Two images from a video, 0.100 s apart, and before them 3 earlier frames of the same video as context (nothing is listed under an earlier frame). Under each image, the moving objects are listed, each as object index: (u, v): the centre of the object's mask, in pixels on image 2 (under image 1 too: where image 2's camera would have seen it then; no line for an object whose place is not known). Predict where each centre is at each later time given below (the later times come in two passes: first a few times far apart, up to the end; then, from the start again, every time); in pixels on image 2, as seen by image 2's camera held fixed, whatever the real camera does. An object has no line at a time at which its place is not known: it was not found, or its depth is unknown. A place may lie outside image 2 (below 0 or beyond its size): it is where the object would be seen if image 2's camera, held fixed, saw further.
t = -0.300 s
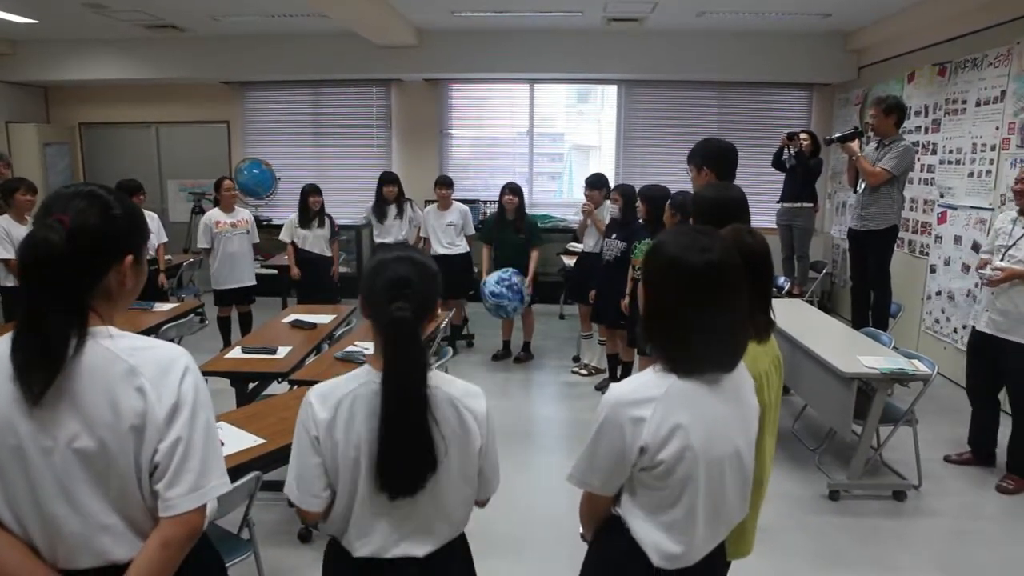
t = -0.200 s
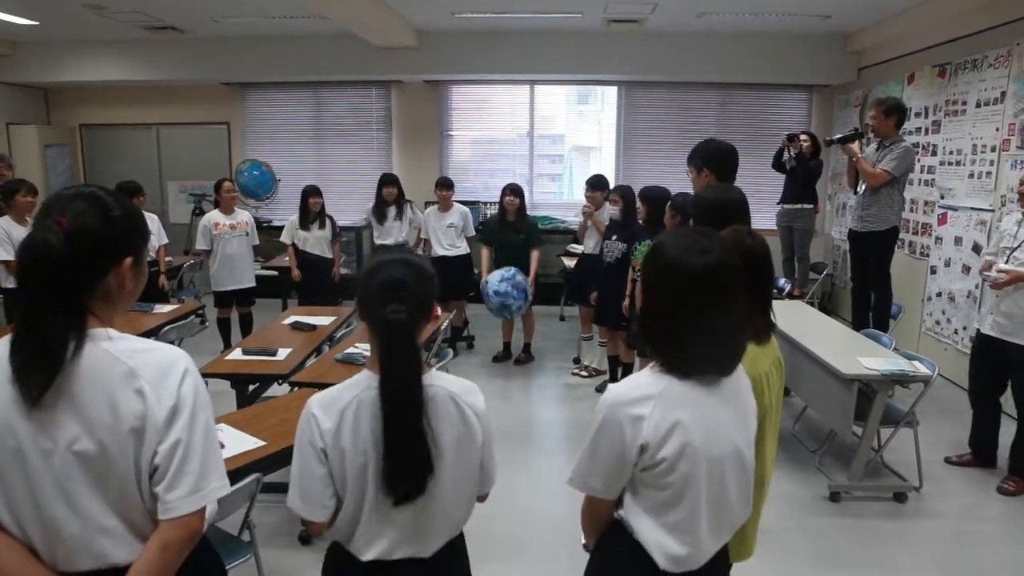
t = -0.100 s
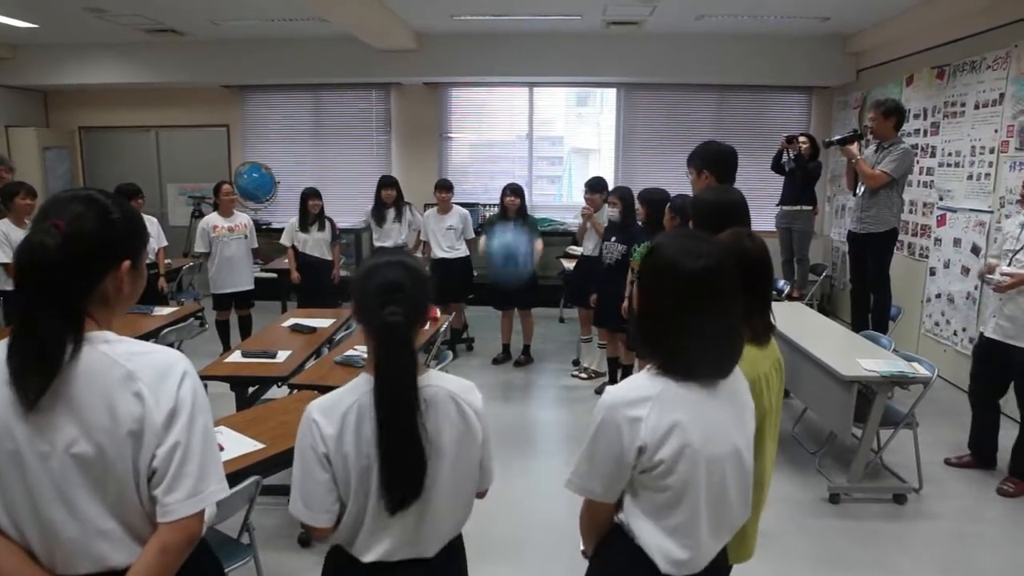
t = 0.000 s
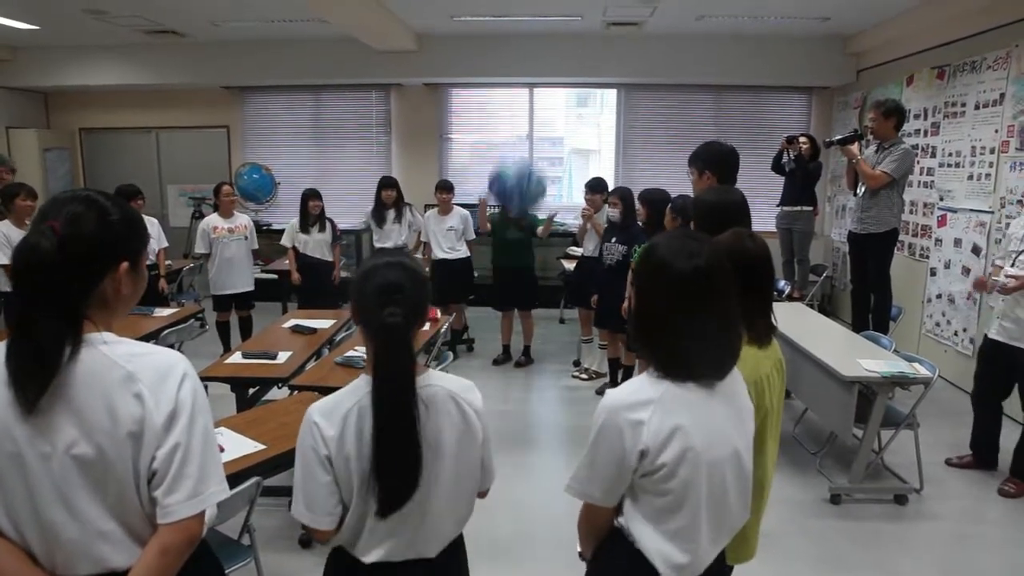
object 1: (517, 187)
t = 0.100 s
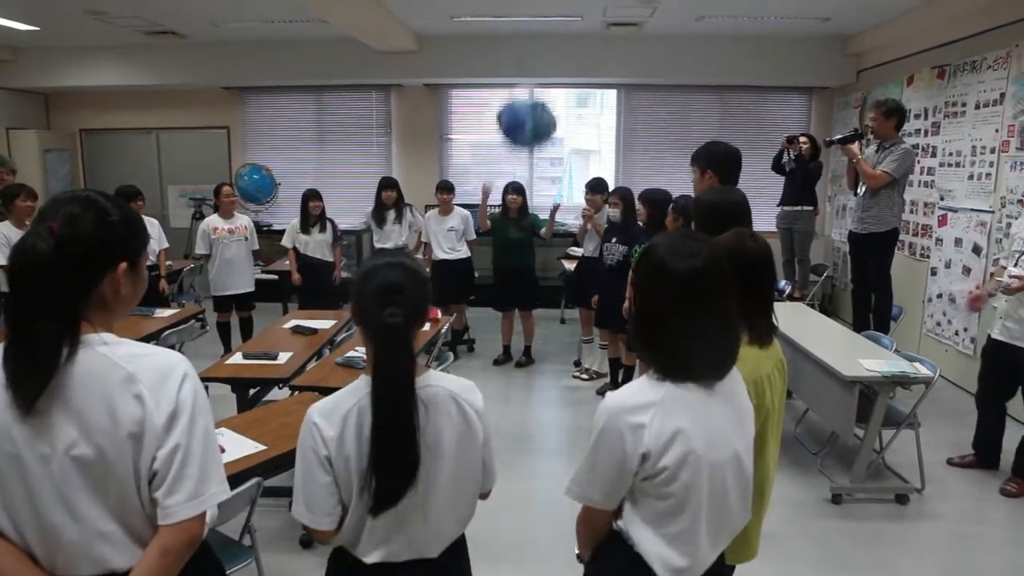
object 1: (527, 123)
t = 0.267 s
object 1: (546, 27)
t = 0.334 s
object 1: (556, 0)
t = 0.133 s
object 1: (530, 96)
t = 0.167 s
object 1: (534, 77)
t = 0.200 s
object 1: (536, 61)
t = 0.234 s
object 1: (542, 44)
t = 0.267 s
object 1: (546, 27)
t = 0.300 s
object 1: (551, 13)
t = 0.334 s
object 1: (556, 0)
